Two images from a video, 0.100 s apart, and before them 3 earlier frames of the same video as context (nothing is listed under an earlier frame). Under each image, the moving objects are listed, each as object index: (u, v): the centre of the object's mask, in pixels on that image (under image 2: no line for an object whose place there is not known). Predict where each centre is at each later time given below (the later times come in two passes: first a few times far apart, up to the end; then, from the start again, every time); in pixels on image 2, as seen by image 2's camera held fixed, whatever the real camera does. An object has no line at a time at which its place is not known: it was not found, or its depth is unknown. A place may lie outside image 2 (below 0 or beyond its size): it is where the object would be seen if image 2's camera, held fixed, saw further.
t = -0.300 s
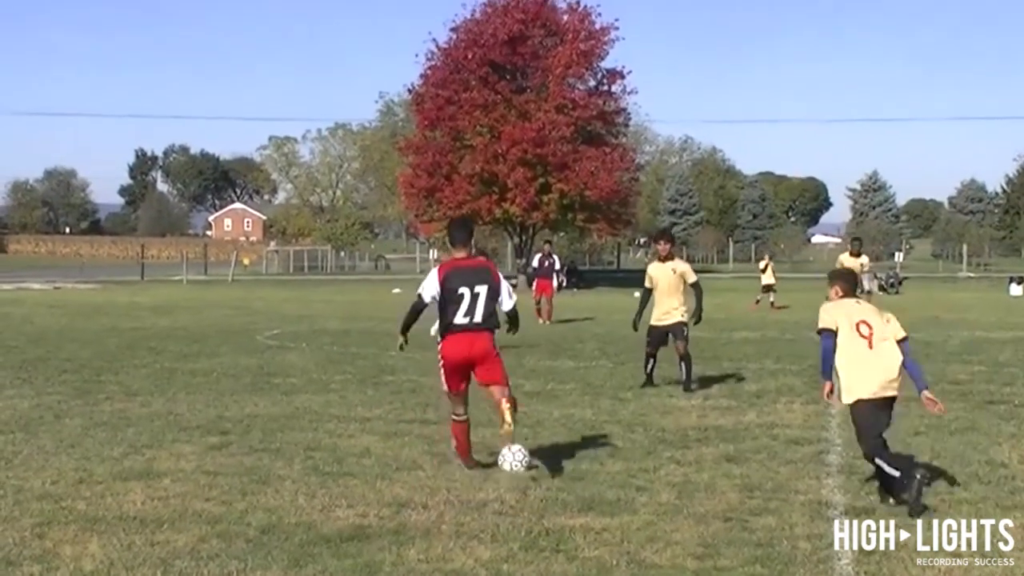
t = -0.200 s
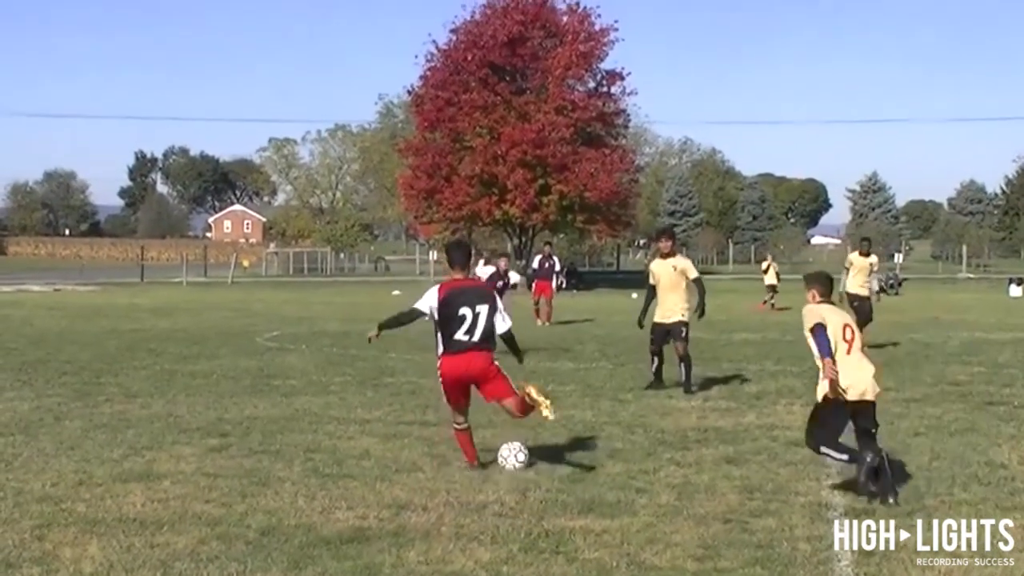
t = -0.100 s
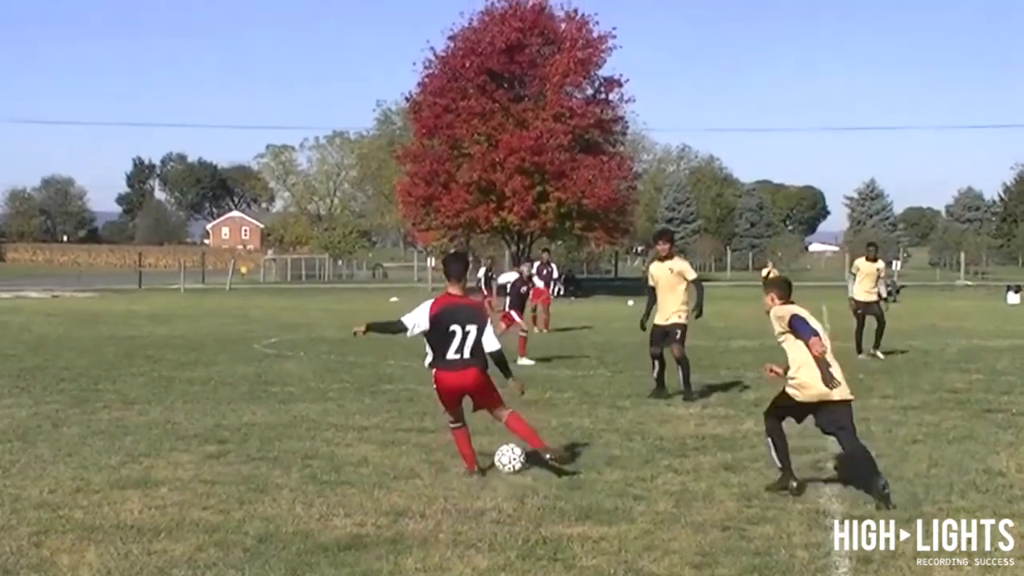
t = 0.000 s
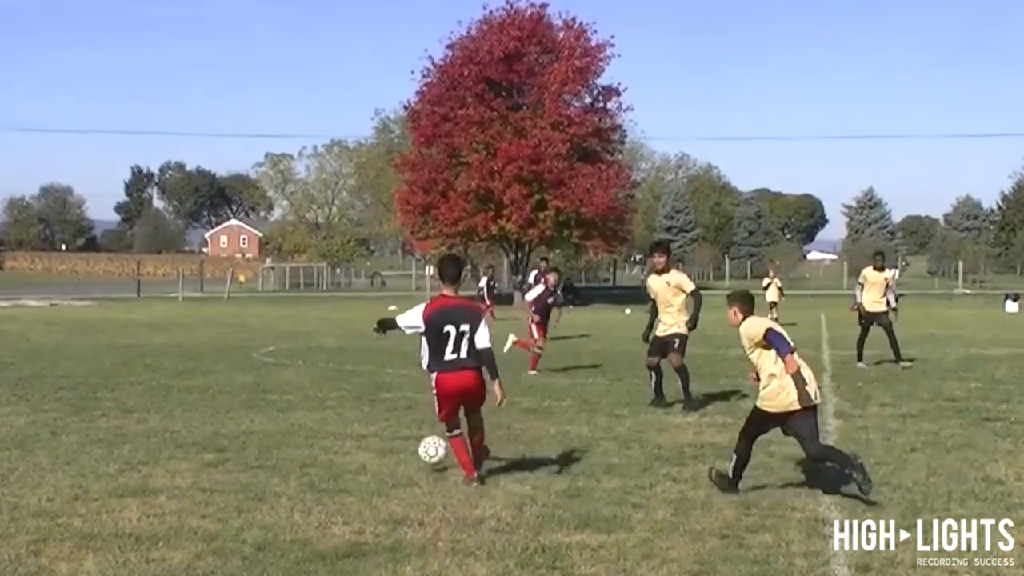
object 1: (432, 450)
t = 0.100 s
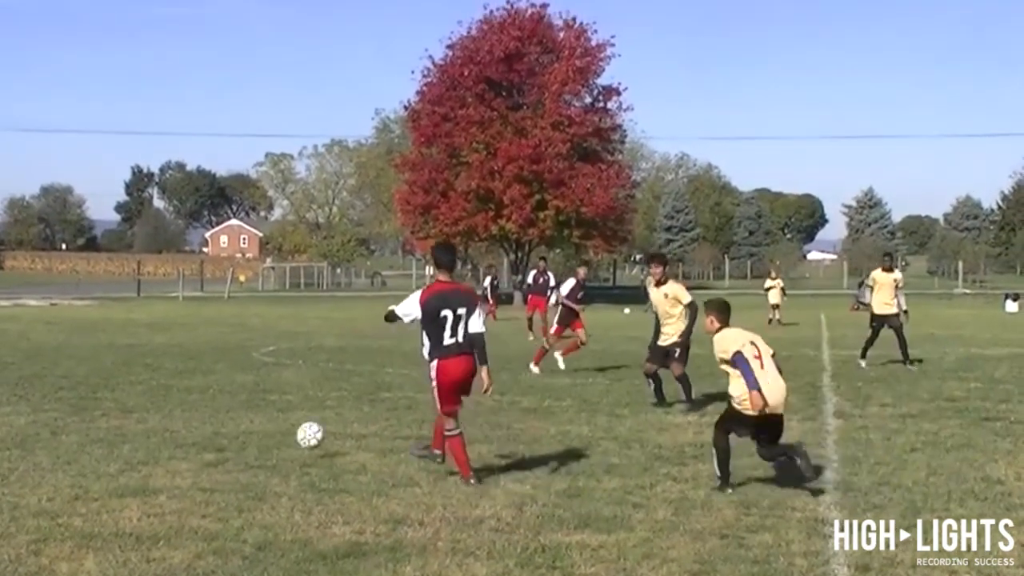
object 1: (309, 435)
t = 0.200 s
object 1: (200, 433)
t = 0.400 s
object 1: (36, 420)
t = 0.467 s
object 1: (-10, 419)
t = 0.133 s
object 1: (271, 434)
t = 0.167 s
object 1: (235, 433)
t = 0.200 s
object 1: (200, 433)
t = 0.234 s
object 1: (166, 435)
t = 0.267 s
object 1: (136, 434)
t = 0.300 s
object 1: (110, 429)
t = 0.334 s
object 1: (84, 425)
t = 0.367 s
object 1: (60, 422)
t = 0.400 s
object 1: (36, 420)
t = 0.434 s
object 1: (12, 419)
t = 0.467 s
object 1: (-10, 419)
